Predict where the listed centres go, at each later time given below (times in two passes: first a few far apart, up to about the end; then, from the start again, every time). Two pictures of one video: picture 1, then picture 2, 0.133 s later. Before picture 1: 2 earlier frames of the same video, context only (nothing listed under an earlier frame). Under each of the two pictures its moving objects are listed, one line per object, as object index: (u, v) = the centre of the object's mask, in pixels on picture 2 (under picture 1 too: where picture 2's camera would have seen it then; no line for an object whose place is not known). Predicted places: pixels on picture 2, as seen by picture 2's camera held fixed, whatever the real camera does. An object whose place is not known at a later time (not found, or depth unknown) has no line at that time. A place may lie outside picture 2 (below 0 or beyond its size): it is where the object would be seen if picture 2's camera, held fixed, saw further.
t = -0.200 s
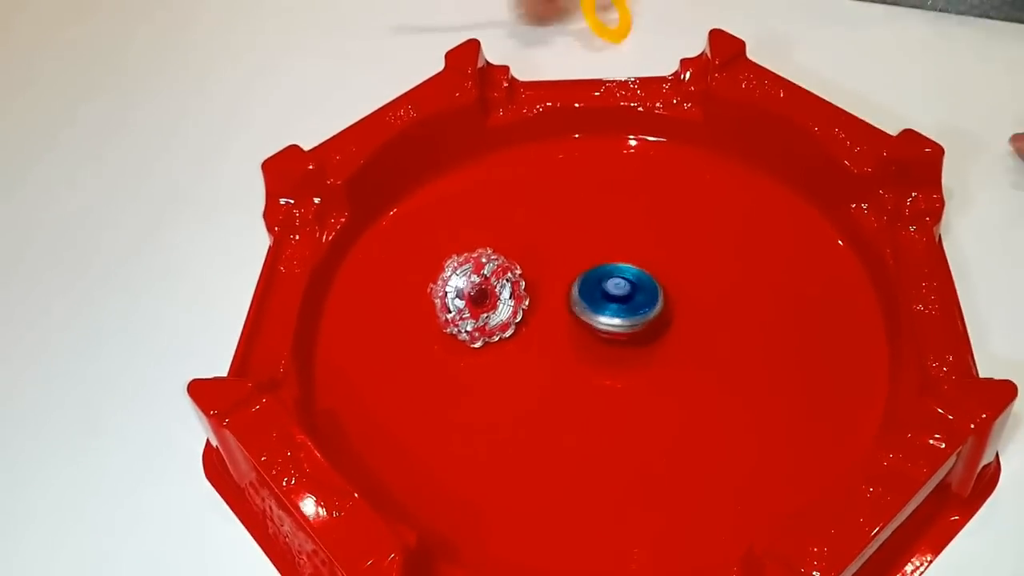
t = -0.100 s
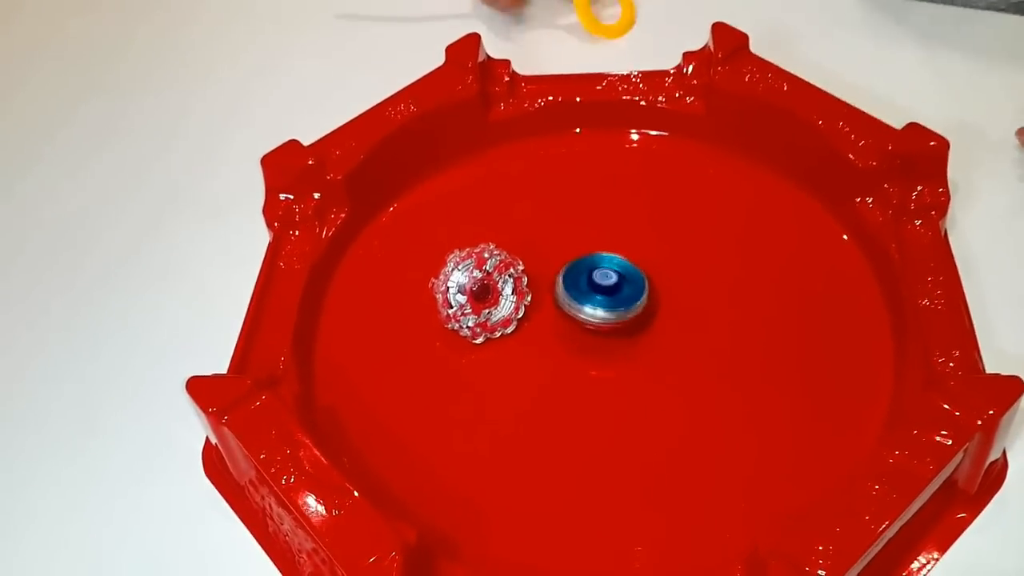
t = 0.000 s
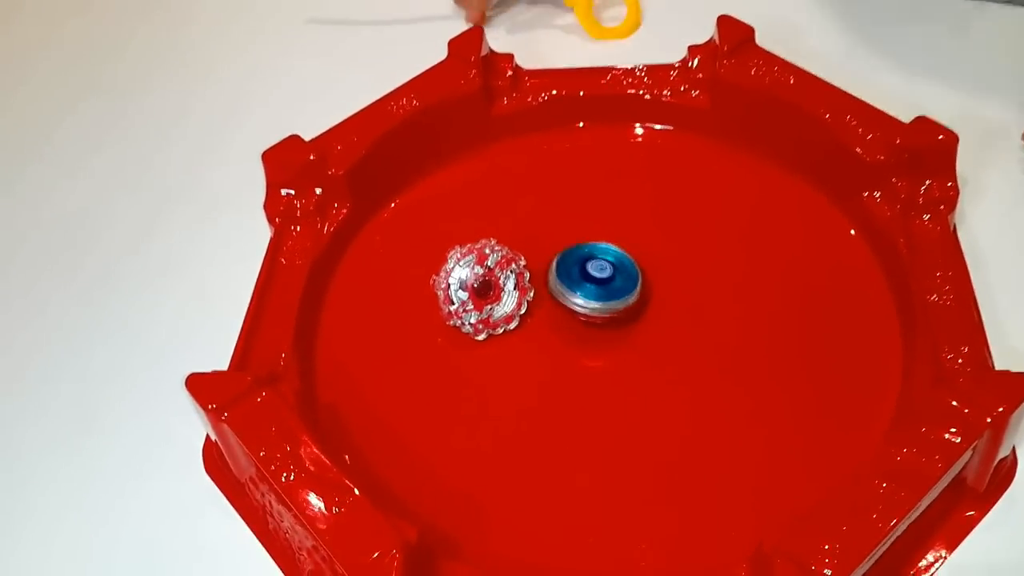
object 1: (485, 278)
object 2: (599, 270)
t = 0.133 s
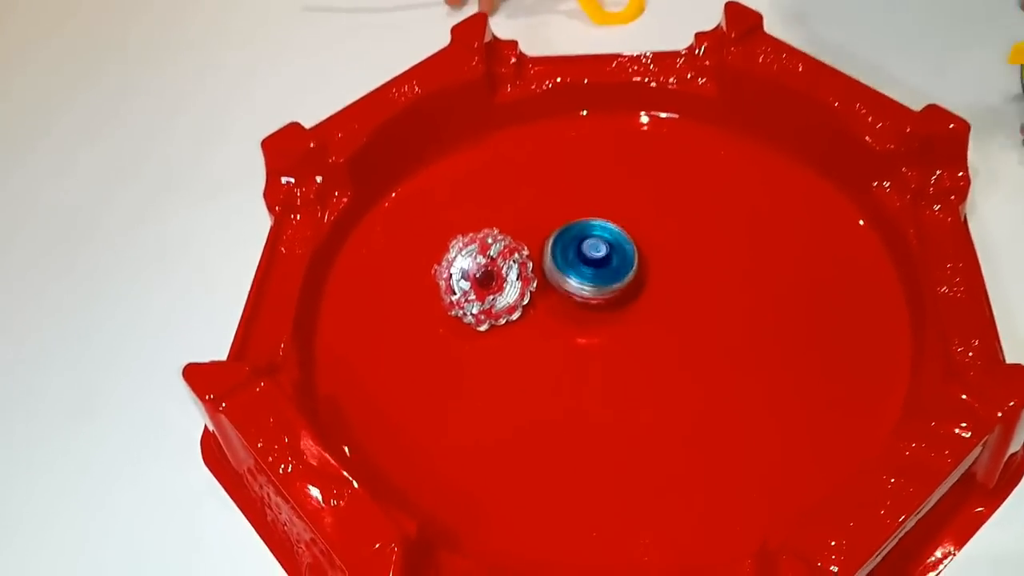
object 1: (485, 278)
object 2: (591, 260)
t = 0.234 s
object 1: (486, 278)
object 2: (591, 253)
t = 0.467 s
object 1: (485, 278)
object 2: (604, 240)
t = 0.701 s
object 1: (485, 278)
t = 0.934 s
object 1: (485, 279)
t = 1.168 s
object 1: (485, 279)
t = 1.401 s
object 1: (485, 279)
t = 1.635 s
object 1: (481, 277)
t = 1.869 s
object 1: (479, 276)
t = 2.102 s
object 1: (481, 276)
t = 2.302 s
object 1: (478, 277)
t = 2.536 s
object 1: (481, 275)
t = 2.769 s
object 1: (479, 276)
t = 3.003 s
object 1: (479, 277)
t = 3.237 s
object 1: (480, 276)
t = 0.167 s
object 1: (485, 278)
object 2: (591, 258)
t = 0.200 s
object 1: (486, 278)
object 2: (590, 255)
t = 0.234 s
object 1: (486, 278)
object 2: (591, 253)
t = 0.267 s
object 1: (486, 278)
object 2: (591, 251)
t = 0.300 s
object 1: (486, 278)
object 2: (593, 248)
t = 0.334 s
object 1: (485, 278)
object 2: (594, 246)
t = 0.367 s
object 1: (485, 278)
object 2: (596, 243)
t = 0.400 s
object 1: (485, 278)
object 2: (599, 242)
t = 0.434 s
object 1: (485, 278)
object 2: (601, 240)
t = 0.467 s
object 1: (485, 278)
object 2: (604, 240)
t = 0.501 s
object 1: (485, 279)
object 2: (606, 239)
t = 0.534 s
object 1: (485, 278)
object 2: (609, 239)
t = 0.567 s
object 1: (485, 278)
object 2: (612, 240)
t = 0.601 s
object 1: (485, 278)
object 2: (615, 240)
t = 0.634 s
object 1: (486, 278)
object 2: (619, 241)
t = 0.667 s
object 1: (485, 278)
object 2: (621, 242)
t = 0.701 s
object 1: (485, 278)
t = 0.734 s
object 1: (485, 279)
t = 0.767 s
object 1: (485, 279)
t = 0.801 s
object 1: (485, 279)
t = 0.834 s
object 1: (484, 279)
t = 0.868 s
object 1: (484, 279)
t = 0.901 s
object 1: (484, 279)
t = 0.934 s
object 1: (485, 279)
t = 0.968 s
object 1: (485, 279)
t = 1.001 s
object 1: (485, 279)
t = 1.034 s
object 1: (485, 279)
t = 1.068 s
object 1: (485, 279)
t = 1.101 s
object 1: (485, 279)
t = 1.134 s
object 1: (486, 279)
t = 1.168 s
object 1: (485, 279)
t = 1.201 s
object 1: (485, 279)
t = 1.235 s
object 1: (485, 279)
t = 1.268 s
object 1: (485, 279)
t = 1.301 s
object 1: (484, 279)
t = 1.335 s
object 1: (484, 279)
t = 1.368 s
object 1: (484, 279)
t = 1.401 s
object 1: (485, 279)
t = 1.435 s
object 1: (485, 279)
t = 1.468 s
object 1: (485, 279)
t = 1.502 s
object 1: (485, 279)
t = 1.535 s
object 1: (485, 279)
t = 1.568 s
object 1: (485, 279)
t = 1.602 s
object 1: (485, 279)
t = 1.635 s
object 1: (481, 277)
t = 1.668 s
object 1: (478, 277)
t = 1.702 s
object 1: (477, 277)
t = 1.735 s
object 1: (479, 277)
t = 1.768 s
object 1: (481, 275)
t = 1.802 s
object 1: (481, 275)
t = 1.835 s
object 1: (480, 276)
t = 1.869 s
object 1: (479, 276)
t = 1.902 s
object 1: (478, 277)
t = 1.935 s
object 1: (478, 277)
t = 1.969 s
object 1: (478, 277)
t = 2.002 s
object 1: (478, 276)
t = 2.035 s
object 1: (479, 276)
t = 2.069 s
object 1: (480, 276)
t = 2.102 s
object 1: (481, 276)
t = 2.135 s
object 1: (481, 276)
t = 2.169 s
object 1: (480, 276)
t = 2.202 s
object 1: (479, 276)
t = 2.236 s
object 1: (478, 276)
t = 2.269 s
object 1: (478, 277)
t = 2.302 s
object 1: (478, 277)
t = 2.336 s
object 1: (478, 277)
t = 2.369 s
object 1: (478, 277)
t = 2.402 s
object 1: (479, 276)
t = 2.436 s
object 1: (479, 276)
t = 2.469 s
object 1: (480, 276)
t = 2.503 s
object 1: (481, 276)
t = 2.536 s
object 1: (481, 275)
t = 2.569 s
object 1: (480, 276)
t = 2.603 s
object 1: (479, 276)
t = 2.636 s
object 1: (479, 276)
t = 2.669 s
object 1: (478, 277)
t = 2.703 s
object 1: (478, 277)
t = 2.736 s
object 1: (479, 277)
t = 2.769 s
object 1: (479, 276)
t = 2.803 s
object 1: (480, 276)
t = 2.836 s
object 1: (481, 276)
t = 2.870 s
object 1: (481, 276)
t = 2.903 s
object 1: (480, 276)
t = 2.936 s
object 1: (479, 276)
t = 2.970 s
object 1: (479, 276)
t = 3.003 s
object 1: (479, 277)
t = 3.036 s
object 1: (479, 277)
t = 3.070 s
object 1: (479, 277)
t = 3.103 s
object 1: (480, 276)
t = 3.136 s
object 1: (480, 276)
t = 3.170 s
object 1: (481, 275)
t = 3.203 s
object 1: (480, 276)
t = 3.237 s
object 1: (480, 276)
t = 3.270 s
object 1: (479, 276)
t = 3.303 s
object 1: (479, 277)
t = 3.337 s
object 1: (479, 277)
